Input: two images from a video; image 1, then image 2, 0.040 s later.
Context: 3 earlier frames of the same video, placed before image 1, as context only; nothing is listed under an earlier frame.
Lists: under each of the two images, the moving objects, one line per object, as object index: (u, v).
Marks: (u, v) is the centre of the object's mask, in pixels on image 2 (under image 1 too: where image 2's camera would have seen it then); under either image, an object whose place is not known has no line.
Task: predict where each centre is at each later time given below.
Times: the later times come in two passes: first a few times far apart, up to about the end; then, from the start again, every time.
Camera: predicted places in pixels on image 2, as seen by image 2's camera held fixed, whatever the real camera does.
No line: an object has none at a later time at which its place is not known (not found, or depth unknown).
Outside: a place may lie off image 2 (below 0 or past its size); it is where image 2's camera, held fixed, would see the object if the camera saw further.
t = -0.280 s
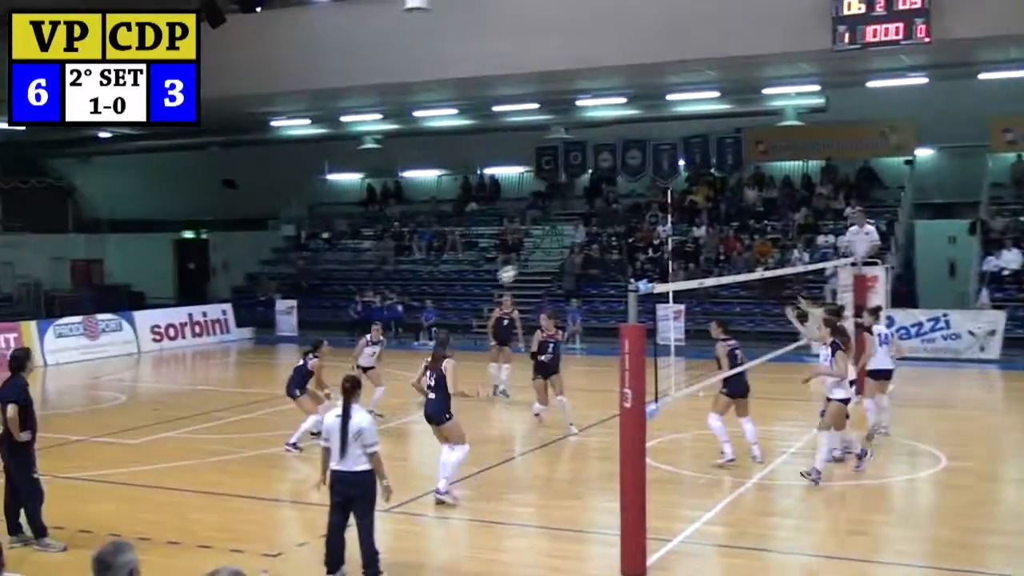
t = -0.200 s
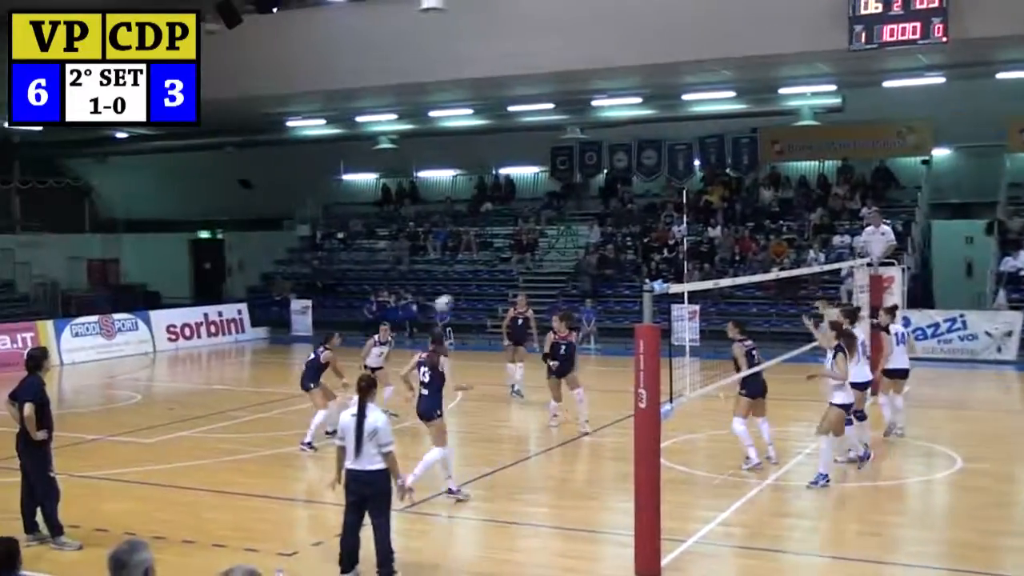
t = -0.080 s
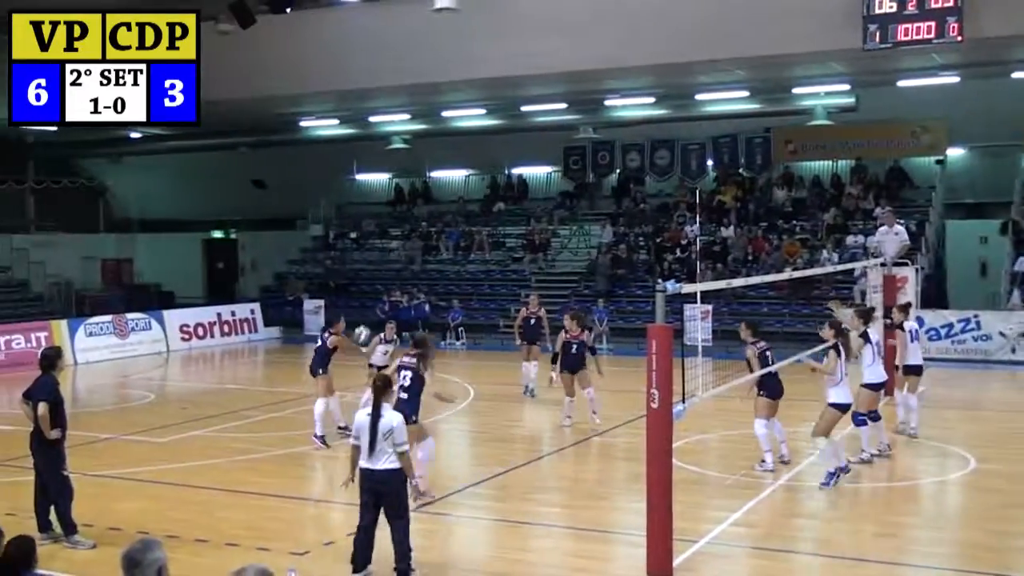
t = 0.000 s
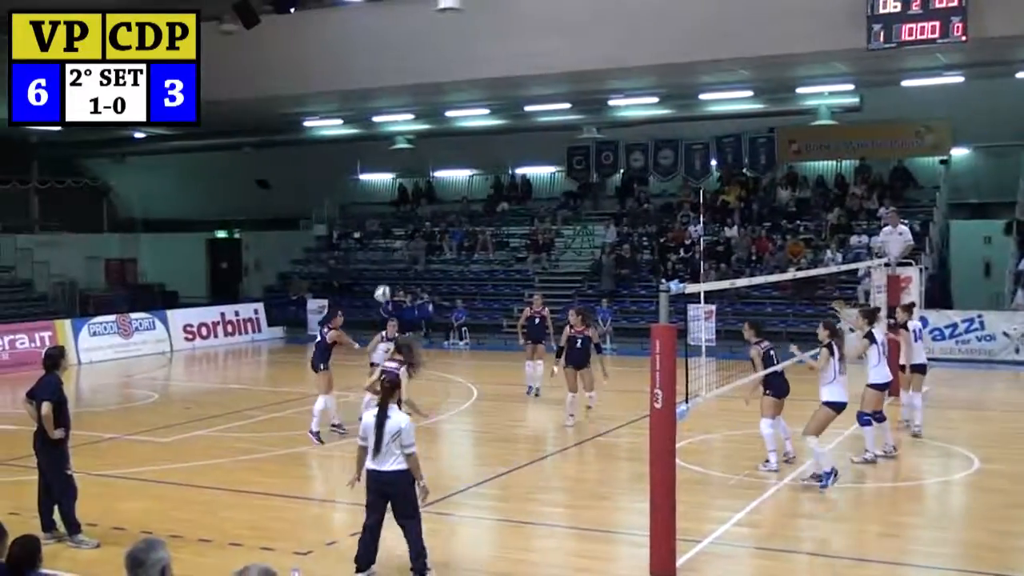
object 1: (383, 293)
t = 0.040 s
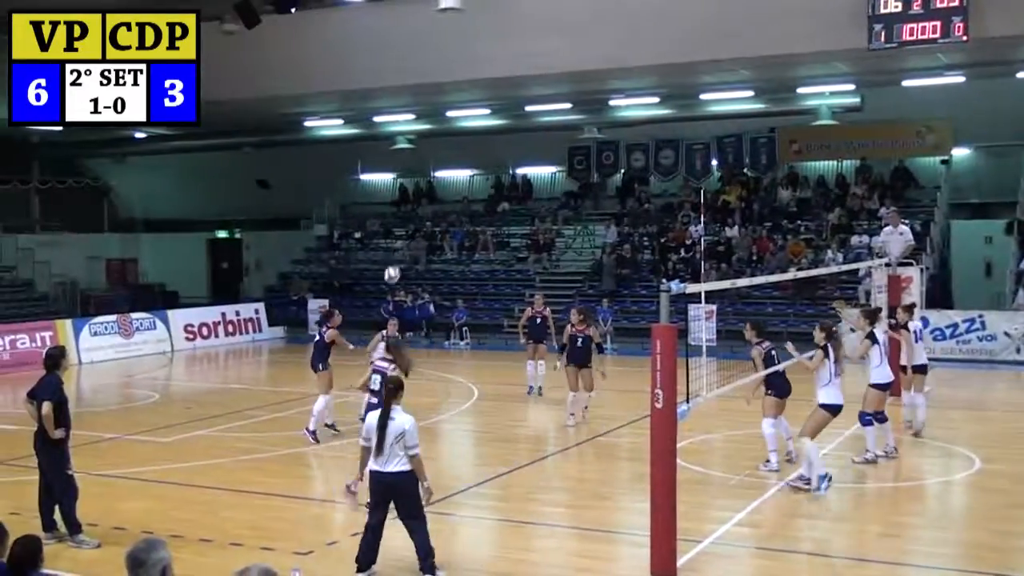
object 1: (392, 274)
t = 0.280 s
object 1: (447, 184)
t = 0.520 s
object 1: (507, 129)
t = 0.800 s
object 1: (581, 123)
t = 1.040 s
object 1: (645, 169)
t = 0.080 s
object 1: (401, 257)
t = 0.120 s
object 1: (410, 239)
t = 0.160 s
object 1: (419, 223)
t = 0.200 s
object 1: (428, 208)
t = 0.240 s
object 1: (439, 195)
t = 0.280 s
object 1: (447, 184)
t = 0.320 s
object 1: (458, 168)
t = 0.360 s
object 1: (467, 159)
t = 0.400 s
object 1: (477, 150)
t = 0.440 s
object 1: (487, 142)
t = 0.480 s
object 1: (497, 135)
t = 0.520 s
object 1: (507, 129)
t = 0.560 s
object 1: (517, 124)
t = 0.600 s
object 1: (527, 121)
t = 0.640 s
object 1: (538, 119)
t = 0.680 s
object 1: (549, 118)
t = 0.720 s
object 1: (559, 117)
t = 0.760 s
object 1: (570, 119)
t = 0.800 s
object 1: (581, 123)
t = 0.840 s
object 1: (592, 126)
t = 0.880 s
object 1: (602, 132)
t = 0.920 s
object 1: (613, 139)
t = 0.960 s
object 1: (624, 148)
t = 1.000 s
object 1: (635, 158)
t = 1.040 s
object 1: (645, 169)
